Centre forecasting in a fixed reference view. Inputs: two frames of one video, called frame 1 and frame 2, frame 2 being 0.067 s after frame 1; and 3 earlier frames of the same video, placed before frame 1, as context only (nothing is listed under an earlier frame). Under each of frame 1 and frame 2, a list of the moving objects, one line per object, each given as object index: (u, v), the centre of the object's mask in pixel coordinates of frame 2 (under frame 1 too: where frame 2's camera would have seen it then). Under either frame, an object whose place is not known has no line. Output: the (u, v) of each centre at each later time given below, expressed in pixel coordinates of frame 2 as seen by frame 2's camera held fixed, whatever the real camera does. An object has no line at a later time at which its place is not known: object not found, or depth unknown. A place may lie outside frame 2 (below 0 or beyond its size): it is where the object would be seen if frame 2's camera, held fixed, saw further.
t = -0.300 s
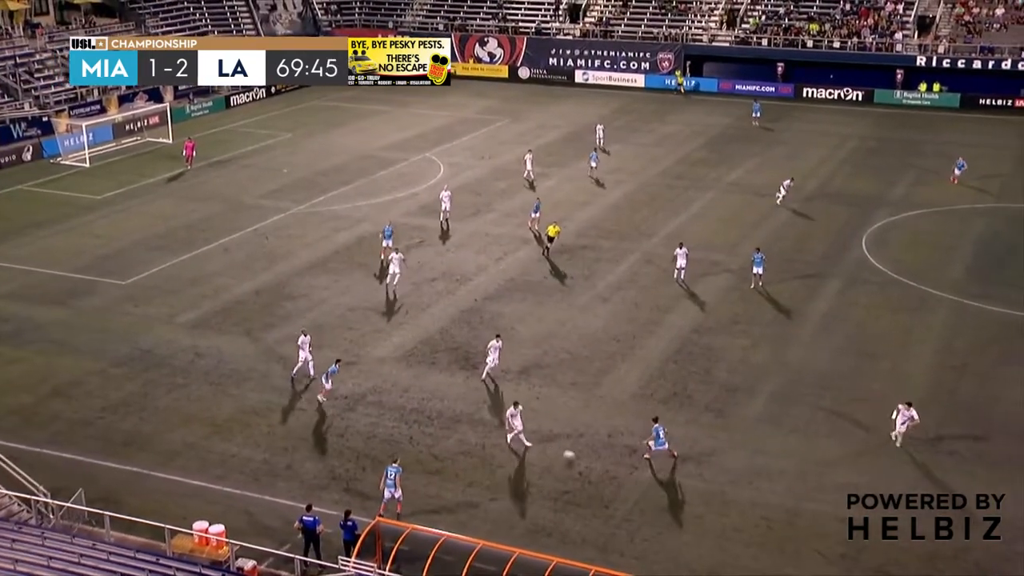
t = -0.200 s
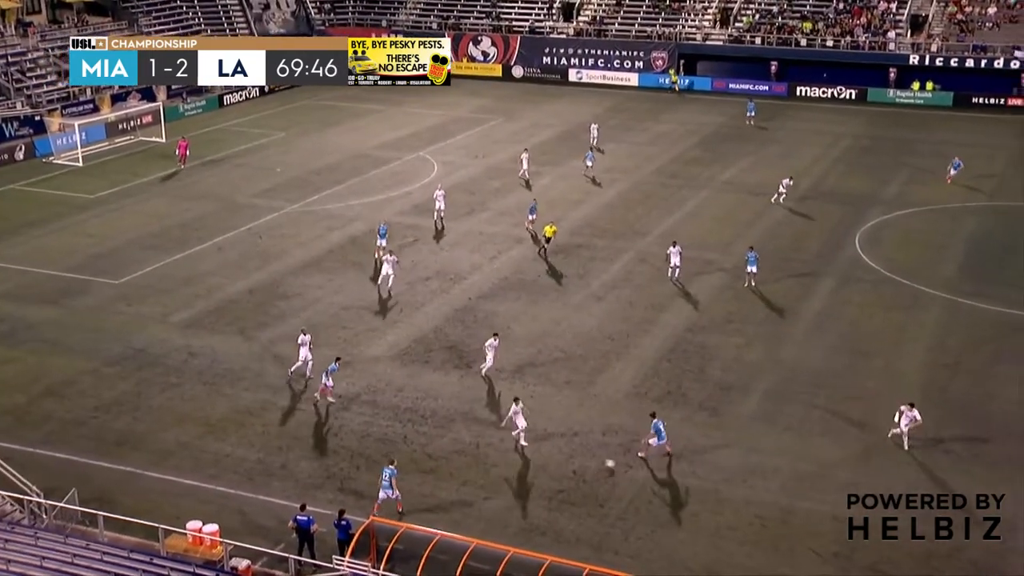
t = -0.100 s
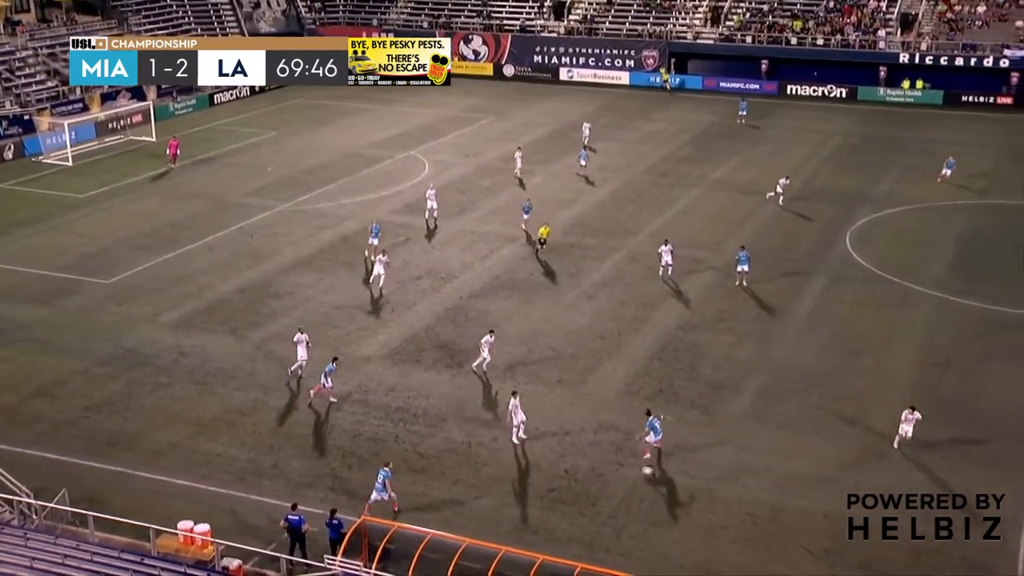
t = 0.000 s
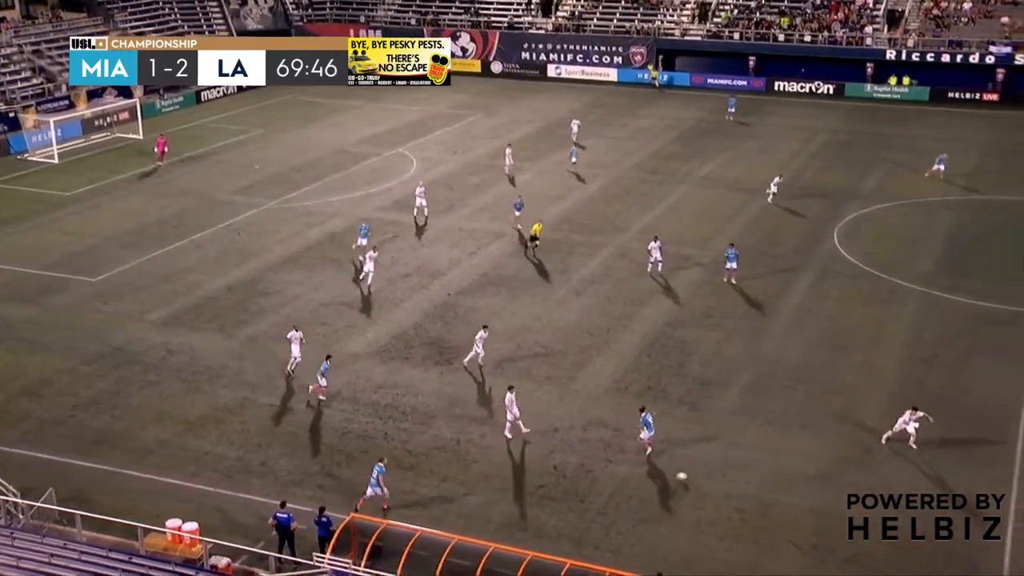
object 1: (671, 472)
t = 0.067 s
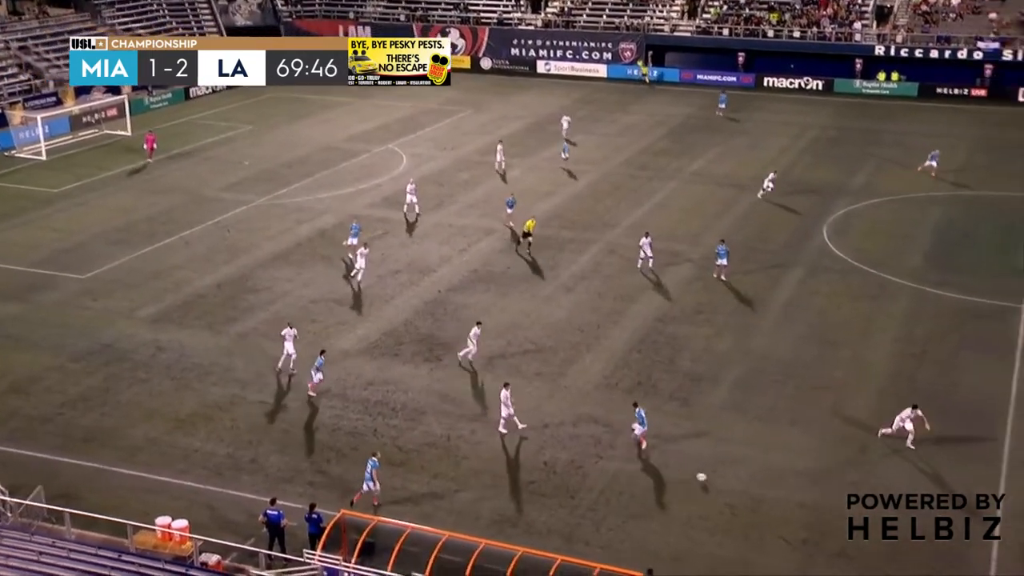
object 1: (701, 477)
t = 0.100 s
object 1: (716, 481)
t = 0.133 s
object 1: (731, 484)
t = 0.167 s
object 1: (746, 487)
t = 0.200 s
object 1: (761, 489)
